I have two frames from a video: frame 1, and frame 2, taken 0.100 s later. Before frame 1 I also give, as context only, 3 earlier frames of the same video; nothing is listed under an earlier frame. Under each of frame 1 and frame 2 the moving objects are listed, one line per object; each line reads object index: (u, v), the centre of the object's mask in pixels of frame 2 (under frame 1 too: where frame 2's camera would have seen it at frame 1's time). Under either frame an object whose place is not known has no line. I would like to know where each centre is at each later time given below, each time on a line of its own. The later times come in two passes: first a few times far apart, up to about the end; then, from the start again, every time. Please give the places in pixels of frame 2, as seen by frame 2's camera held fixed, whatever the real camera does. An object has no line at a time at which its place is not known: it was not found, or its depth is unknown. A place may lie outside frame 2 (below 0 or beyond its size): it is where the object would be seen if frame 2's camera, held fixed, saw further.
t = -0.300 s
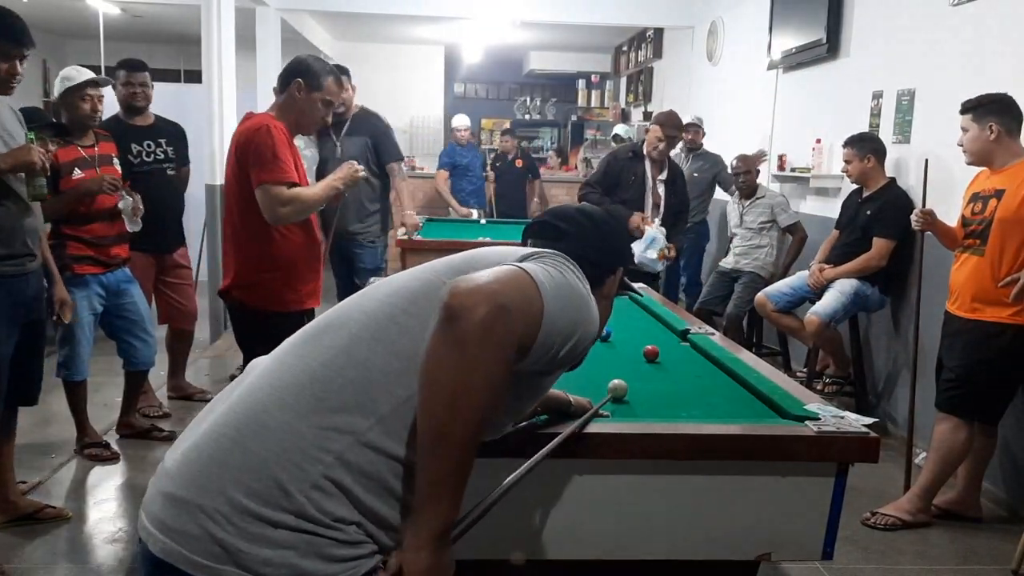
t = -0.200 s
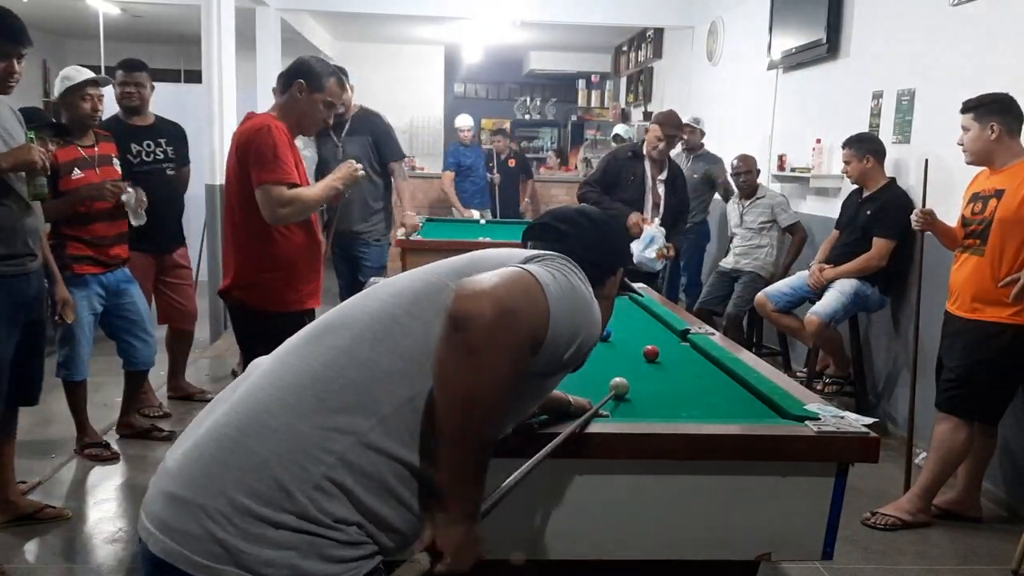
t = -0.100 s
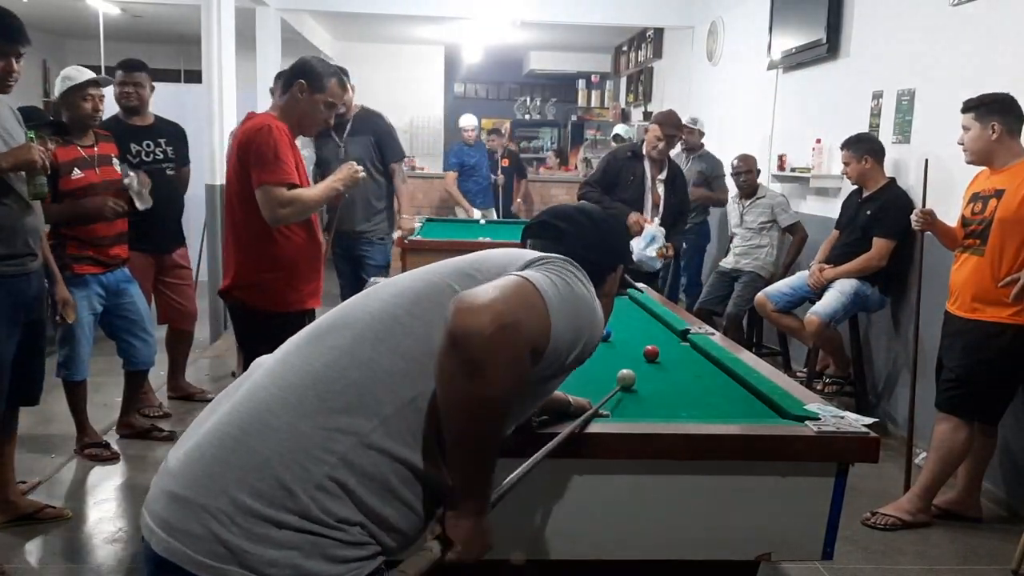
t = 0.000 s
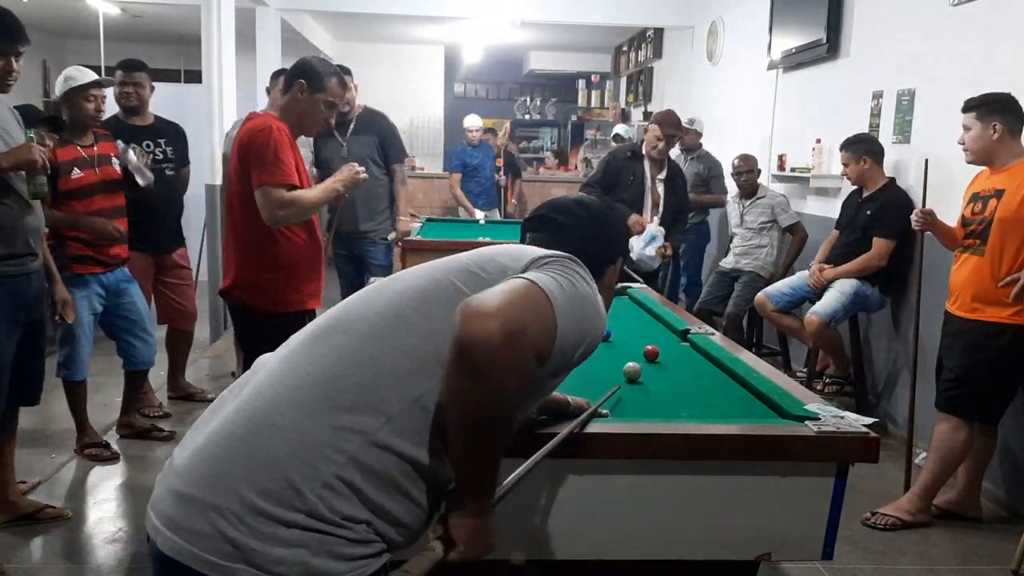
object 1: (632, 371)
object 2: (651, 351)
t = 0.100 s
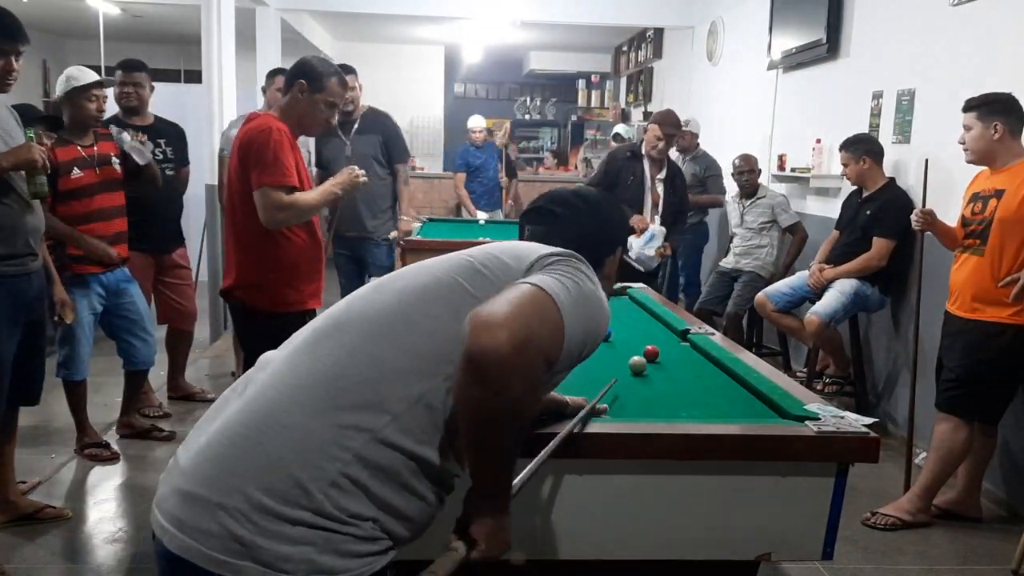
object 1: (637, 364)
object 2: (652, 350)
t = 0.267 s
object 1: (644, 355)
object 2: (655, 350)
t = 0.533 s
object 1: (640, 350)
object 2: (669, 343)
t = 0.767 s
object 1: (636, 345)
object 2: (680, 336)
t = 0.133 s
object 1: (639, 362)
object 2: (652, 350)
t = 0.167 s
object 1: (640, 360)
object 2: (652, 350)
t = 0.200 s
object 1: (642, 358)
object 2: (653, 350)
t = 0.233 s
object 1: (643, 356)
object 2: (654, 350)
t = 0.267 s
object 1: (644, 355)
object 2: (655, 350)
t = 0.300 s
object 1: (644, 354)
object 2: (656, 349)
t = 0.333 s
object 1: (643, 354)
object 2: (658, 348)
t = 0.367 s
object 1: (642, 353)
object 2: (659, 348)
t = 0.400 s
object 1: (642, 352)
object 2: (661, 347)
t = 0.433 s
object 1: (641, 351)
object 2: (663, 345)
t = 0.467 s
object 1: (641, 351)
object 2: (665, 344)
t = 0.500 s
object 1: (640, 351)
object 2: (667, 343)
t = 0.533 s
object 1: (640, 350)
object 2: (669, 343)
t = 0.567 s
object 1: (639, 349)
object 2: (670, 341)
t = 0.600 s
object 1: (638, 348)
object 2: (672, 341)
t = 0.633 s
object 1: (638, 348)
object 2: (674, 340)
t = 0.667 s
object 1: (637, 347)
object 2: (675, 339)
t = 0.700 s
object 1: (637, 346)
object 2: (677, 338)
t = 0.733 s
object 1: (636, 346)
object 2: (678, 337)
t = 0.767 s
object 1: (636, 345)
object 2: (680, 336)
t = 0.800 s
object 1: (635, 345)
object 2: (680, 336)
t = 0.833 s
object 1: (635, 344)
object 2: (680, 336)
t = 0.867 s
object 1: (634, 344)
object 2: (681, 336)
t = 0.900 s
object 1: (634, 343)
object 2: (682, 336)
